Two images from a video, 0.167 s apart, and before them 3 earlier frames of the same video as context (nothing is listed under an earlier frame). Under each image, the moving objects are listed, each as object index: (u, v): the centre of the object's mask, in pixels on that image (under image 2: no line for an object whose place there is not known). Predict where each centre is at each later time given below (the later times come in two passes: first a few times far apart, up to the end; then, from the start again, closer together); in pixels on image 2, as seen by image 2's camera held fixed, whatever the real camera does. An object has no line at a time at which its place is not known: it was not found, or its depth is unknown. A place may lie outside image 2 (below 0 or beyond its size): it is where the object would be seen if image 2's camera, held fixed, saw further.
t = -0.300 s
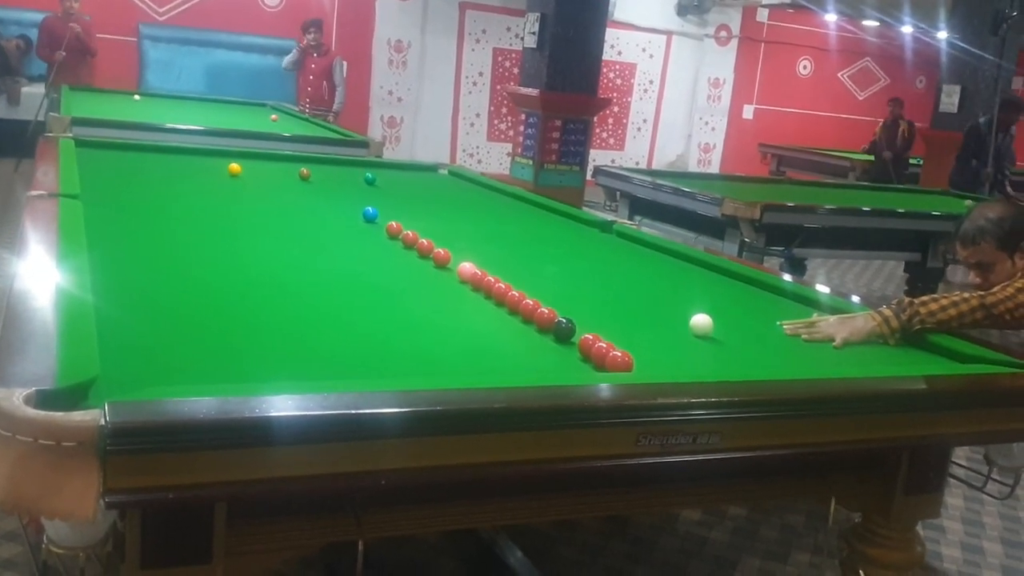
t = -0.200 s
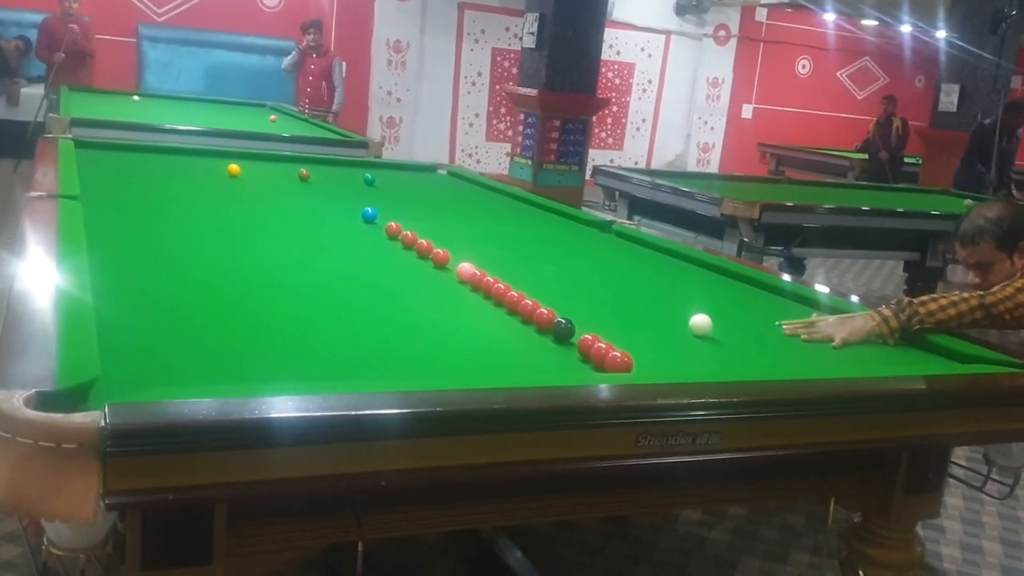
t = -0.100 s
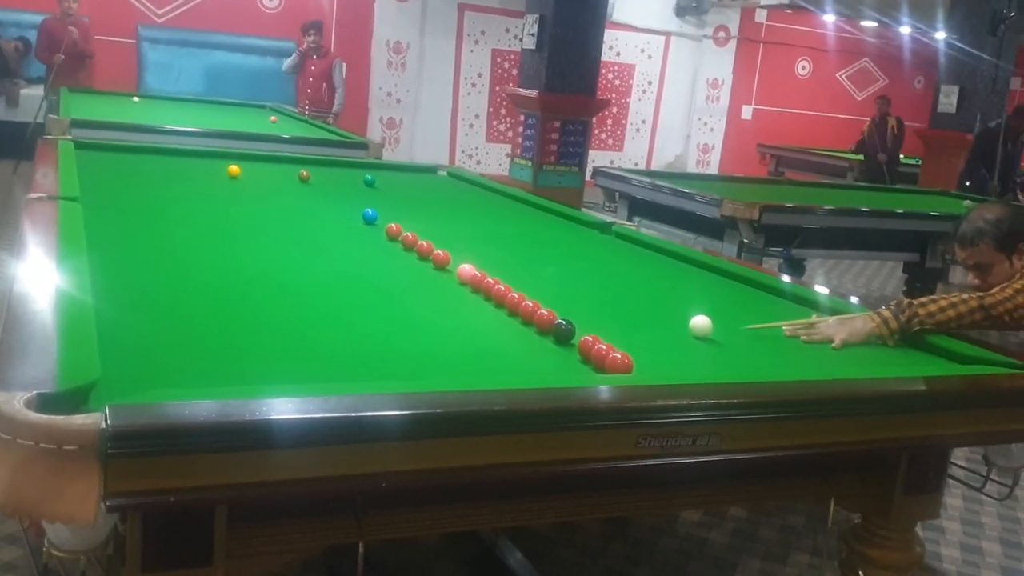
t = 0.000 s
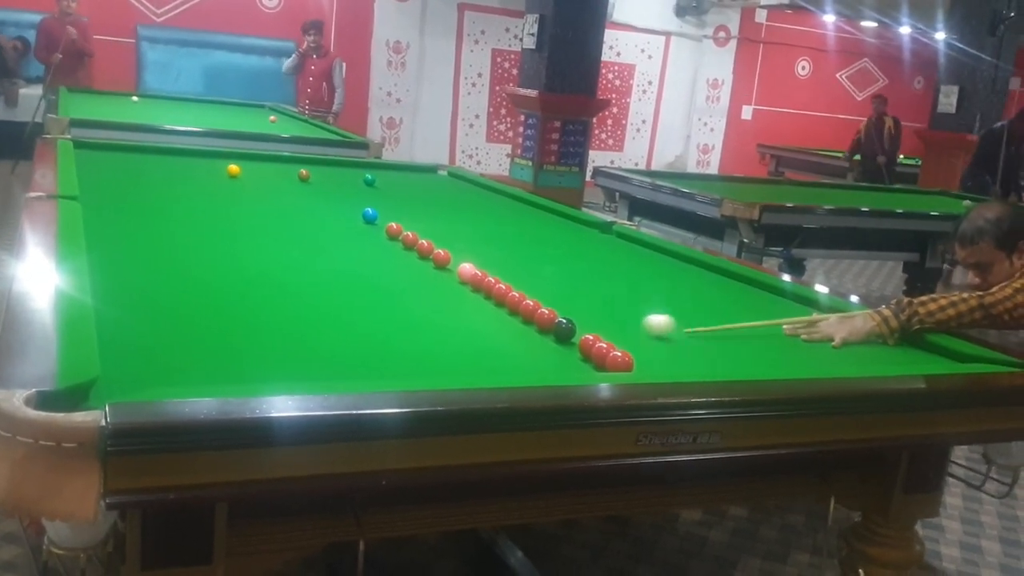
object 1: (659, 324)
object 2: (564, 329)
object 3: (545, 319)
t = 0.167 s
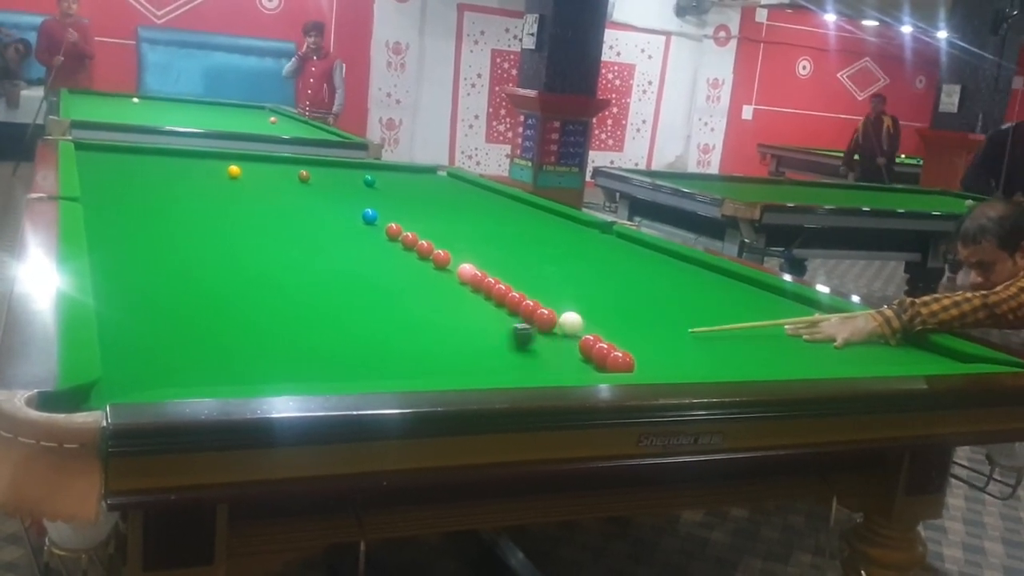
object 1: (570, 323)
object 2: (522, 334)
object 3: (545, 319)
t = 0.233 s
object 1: (573, 321)
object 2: (485, 341)
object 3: (539, 319)
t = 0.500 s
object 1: (579, 314)
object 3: (518, 316)
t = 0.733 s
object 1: (584, 309)
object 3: (503, 313)
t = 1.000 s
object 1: (589, 304)
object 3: (489, 312)
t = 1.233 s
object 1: (592, 300)
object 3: (482, 310)
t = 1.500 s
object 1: (595, 297)
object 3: (476, 310)
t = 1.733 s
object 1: (597, 295)
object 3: (476, 310)
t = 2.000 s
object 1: (599, 293)
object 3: (476, 310)
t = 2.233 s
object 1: (601, 292)
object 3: (476, 310)
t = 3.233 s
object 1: (603, 292)
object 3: (476, 310)
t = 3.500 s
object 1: (603, 292)
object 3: (476, 310)
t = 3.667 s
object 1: (603, 292)
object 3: (475, 309)
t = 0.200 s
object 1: (572, 322)
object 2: (503, 338)
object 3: (543, 319)
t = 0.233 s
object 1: (573, 321)
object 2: (485, 341)
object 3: (539, 319)
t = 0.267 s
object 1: (573, 320)
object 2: (467, 343)
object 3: (536, 318)
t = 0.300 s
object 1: (574, 319)
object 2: (449, 345)
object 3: (533, 317)
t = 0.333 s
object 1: (575, 318)
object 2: (431, 348)
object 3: (531, 317)
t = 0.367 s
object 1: (576, 317)
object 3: (528, 317)
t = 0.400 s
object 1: (577, 316)
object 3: (525, 317)
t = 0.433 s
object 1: (578, 315)
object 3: (523, 316)
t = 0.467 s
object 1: (578, 315)
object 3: (519, 316)
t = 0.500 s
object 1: (579, 314)
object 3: (518, 316)
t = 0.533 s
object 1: (580, 313)
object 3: (516, 315)
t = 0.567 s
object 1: (580, 312)
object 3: (513, 315)
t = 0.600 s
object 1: (582, 312)
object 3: (511, 315)
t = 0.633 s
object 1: (582, 311)
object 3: (509, 315)
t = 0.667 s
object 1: (583, 310)
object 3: (507, 314)
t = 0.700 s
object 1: (584, 309)
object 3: (505, 314)
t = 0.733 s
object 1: (584, 309)
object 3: (503, 313)
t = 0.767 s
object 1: (585, 308)
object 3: (501, 313)
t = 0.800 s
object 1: (586, 307)
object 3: (499, 312)
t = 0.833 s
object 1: (586, 307)
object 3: (497, 312)
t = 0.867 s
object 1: (587, 306)
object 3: (496, 311)
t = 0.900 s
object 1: (588, 305)
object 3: (494, 311)
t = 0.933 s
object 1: (588, 305)
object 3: (493, 311)
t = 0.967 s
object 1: (588, 304)
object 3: (491, 311)
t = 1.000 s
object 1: (589, 304)
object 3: (489, 312)
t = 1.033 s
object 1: (589, 303)
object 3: (488, 311)
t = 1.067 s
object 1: (590, 303)
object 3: (487, 311)
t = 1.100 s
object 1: (590, 302)
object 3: (485, 310)
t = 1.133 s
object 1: (591, 302)
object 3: (484, 310)
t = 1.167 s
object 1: (591, 301)
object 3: (483, 311)
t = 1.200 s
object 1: (591, 301)
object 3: (482, 310)
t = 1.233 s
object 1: (592, 300)
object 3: (482, 310)
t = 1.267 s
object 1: (592, 300)
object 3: (480, 310)
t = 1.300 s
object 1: (593, 299)
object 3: (480, 310)
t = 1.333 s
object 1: (593, 299)
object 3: (479, 310)
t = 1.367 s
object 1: (594, 298)
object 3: (479, 310)
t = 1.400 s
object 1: (594, 298)
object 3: (478, 310)
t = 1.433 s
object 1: (594, 298)
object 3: (477, 310)
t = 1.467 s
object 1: (595, 298)
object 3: (477, 310)
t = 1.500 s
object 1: (595, 297)
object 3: (476, 310)
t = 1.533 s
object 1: (595, 297)
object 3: (476, 310)
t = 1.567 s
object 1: (595, 296)
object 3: (476, 310)
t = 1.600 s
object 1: (596, 296)
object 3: (476, 310)
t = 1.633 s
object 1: (596, 296)
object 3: (475, 310)
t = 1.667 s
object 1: (596, 295)
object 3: (475, 310)
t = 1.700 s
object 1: (597, 295)
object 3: (476, 310)
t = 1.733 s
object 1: (597, 295)
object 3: (476, 310)
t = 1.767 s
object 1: (597, 295)
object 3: (476, 310)
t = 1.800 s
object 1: (598, 294)
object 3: (476, 309)
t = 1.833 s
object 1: (598, 294)
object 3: (476, 310)
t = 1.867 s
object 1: (599, 294)
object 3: (476, 310)
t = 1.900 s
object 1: (599, 294)
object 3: (476, 310)
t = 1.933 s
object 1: (599, 293)
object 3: (476, 310)
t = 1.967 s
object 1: (599, 293)
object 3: (476, 310)
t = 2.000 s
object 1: (599, 293)
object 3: (476, 310)
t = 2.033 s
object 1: (600, 293)
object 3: (475, 310)
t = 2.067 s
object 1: (600, 293)
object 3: (475, 310)
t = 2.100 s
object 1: (600, 293)
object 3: (476, 310)
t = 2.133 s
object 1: (601, 293)
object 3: (476, 310)
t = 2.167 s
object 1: (601, 293)
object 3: (476, 310)
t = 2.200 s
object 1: (601, 293)
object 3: (476, 310)
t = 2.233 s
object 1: (601, 292)
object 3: (476, 310)
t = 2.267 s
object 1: (601, 292)
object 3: (476, 310)
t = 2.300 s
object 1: (602, 292)
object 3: (476, 310)
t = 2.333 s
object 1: (602, 292)
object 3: (476, 309)
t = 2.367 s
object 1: (601, 292)
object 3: (476, 309)
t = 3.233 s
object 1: (603, 292)
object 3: (476, 310)
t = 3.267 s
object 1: (603, 292)
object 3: (476, 309)
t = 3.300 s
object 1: (603, 292)
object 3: (476, 309)
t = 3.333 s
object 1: (603, 292)
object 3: (476, 309)
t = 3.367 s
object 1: (603, 292)
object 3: (476, 309)
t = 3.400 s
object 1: (603, 292)
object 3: (476, 309)
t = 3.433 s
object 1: (603, 292)
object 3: (476, 309)
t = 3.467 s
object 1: (603, 292)
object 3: (476, 309)
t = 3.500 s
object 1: (603, 292)
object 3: (476, 310)
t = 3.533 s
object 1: (603, 292)
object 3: (476, 310)
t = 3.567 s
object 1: (603, 292)
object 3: (475, 309)
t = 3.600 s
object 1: (603, 292)
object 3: (476, 309)
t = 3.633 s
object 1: (603, 292)
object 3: (476, 309)
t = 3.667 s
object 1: (603, 292)
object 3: (475, 309)
